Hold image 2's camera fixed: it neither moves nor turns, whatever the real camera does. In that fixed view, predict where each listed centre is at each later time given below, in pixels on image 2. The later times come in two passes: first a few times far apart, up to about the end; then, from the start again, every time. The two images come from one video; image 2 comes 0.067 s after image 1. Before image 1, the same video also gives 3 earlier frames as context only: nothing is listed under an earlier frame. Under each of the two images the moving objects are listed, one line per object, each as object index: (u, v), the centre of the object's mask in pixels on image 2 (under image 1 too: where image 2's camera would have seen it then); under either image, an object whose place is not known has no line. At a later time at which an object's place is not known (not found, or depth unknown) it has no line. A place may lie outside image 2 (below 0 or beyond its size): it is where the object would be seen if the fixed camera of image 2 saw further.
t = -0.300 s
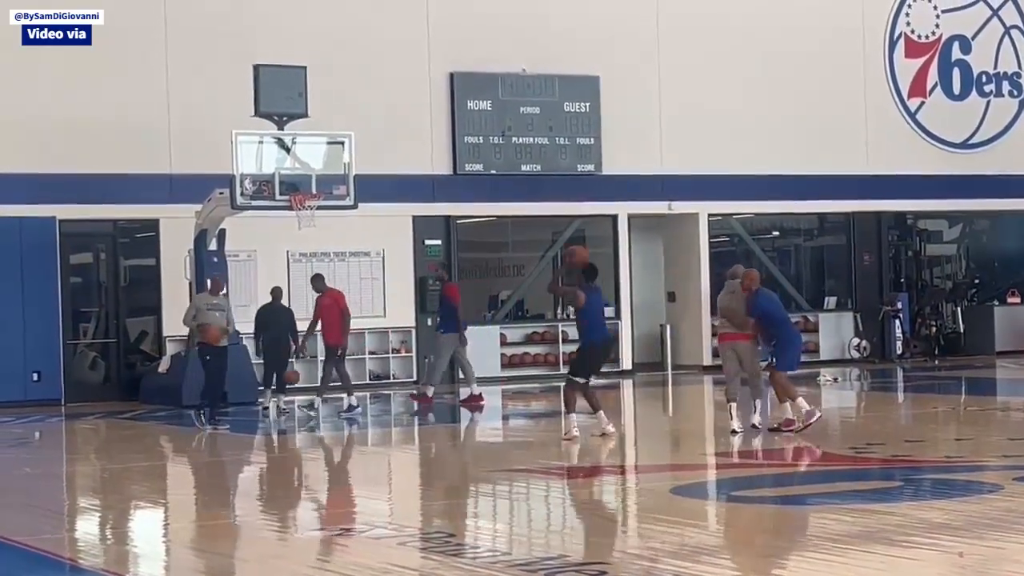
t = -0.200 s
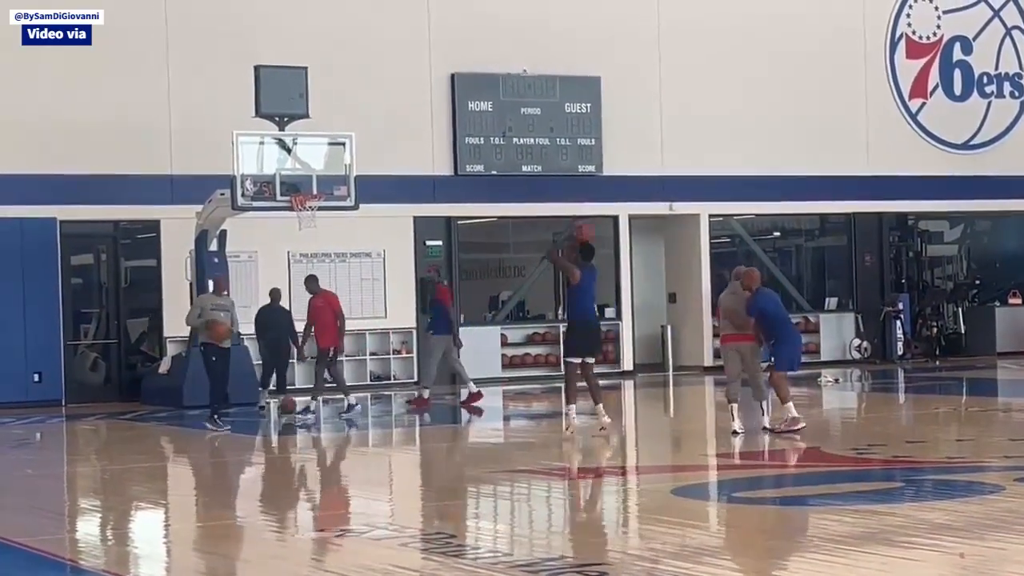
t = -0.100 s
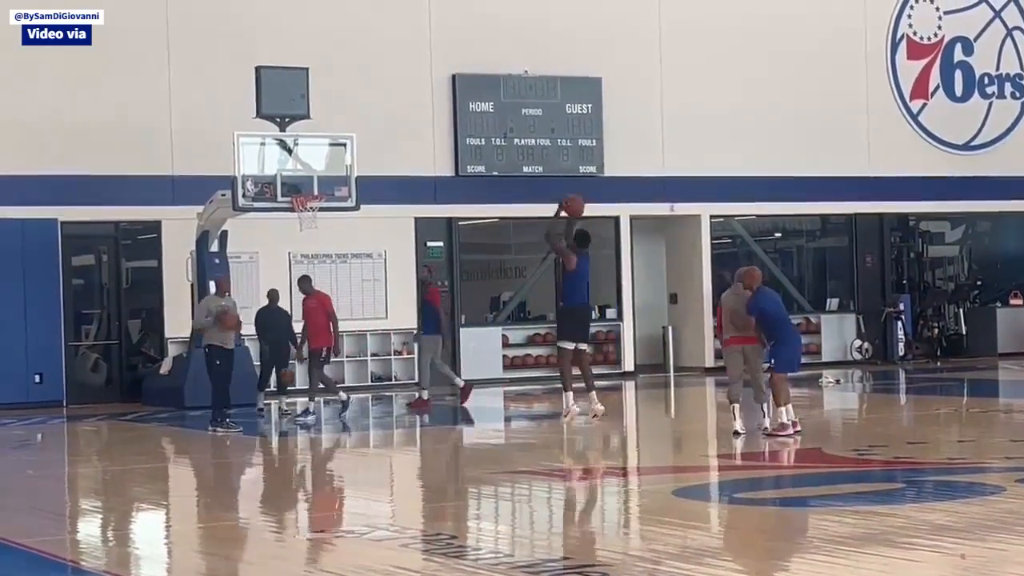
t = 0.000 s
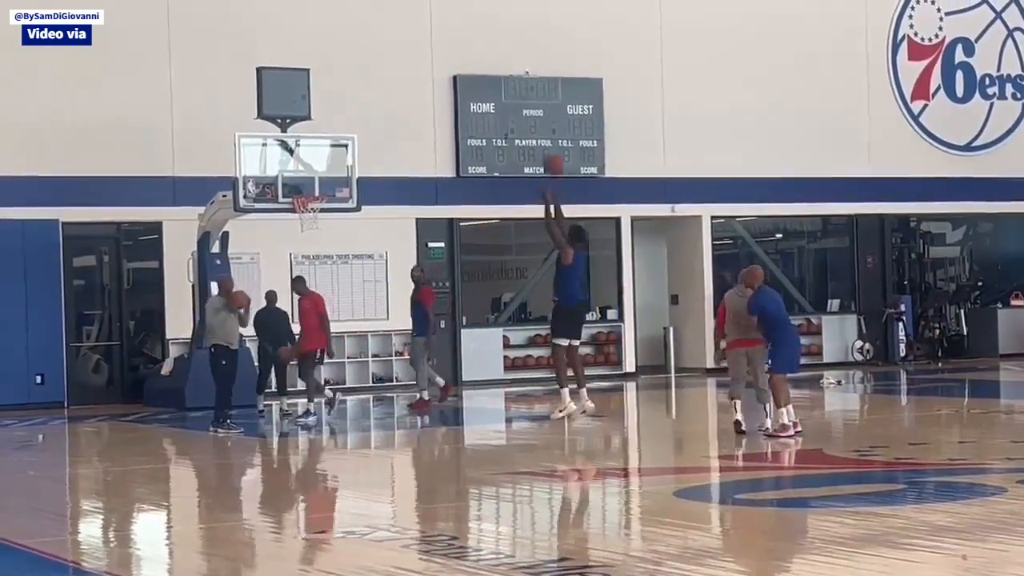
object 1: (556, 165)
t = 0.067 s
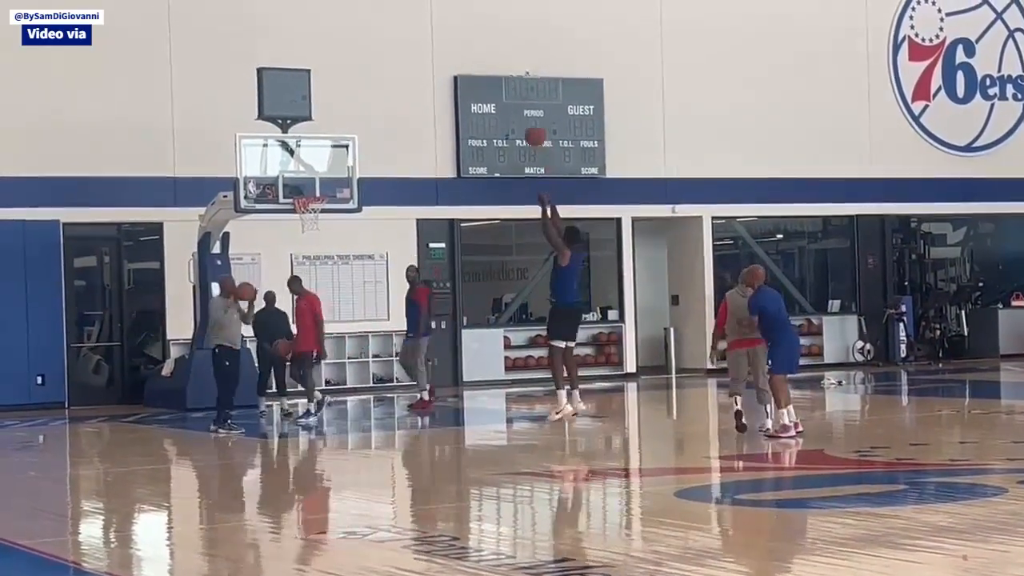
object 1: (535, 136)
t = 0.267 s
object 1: (484, 76)
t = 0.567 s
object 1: (418, 54)
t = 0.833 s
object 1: (368, 91)
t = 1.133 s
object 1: (319, 186)
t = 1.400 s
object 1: (294, 217)
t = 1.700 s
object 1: (297, 268)
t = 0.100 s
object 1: (527, 124)
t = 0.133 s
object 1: (517, 112)
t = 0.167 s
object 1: (509, 101)
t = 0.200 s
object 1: (500, 92)
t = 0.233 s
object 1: (491, 83)
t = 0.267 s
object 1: (484, 76)
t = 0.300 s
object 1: (476, 70)
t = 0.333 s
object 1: (468, 65)
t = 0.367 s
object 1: (461, 61)
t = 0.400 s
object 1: (453, 58)
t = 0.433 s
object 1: (446, 55)
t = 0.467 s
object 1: (439, 54)
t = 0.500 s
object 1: (432, 53)
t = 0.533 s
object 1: (425, 54)
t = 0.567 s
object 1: (418, 54)
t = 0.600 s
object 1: (412, 56)
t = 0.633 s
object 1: (405, 59)
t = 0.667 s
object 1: (398, 63)
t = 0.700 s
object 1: (392, 67)
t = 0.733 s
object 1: (386, 71)
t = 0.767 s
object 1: (380, 77)
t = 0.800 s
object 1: (374, 84)
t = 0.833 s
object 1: (368, 91)
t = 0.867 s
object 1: (362, 99)
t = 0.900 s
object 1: (356, 107)
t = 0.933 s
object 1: (351, 117)
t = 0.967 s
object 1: (346, 126)
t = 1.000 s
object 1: (340, 137)
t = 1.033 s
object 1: (335, 148)
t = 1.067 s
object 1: (330, 160)
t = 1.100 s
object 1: (325, 172)
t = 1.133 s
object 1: (319, 186)
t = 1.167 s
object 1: (315, 193)
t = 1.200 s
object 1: (311, 204)
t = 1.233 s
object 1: (298, 215)
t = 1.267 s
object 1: (294, 216)
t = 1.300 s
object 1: (294, 216)
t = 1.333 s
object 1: (294, 217)
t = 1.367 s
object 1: (294, 216)
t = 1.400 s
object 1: (294, 217)
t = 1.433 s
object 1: (294, 219)
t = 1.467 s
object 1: (295, 223)
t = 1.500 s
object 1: (295, 227)
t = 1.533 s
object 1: (295, 232)
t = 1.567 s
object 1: (295, 238)
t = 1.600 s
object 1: (296, 244)
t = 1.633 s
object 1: (296, 251)
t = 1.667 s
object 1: (297, 259)
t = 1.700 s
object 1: (297, 268)
